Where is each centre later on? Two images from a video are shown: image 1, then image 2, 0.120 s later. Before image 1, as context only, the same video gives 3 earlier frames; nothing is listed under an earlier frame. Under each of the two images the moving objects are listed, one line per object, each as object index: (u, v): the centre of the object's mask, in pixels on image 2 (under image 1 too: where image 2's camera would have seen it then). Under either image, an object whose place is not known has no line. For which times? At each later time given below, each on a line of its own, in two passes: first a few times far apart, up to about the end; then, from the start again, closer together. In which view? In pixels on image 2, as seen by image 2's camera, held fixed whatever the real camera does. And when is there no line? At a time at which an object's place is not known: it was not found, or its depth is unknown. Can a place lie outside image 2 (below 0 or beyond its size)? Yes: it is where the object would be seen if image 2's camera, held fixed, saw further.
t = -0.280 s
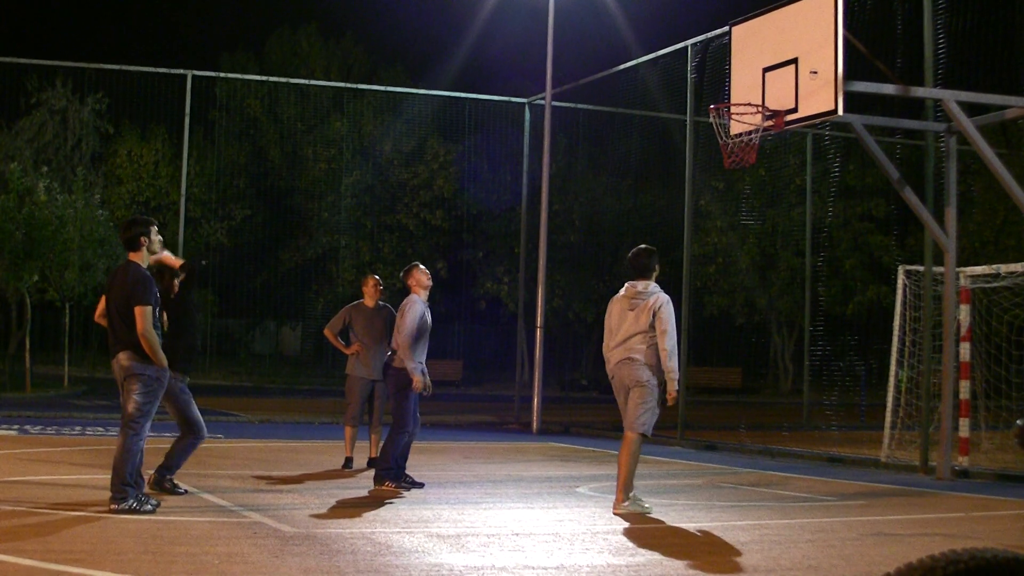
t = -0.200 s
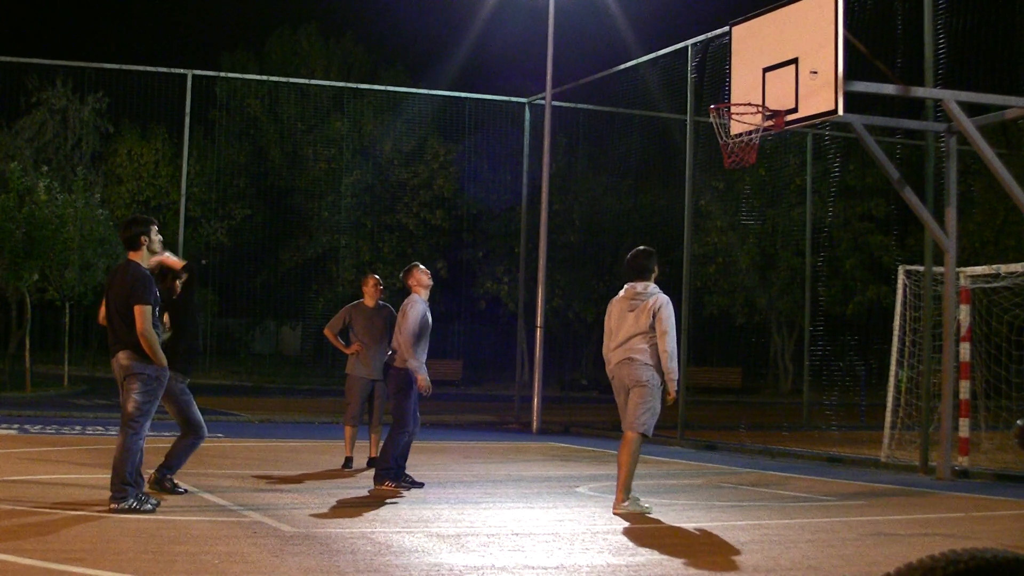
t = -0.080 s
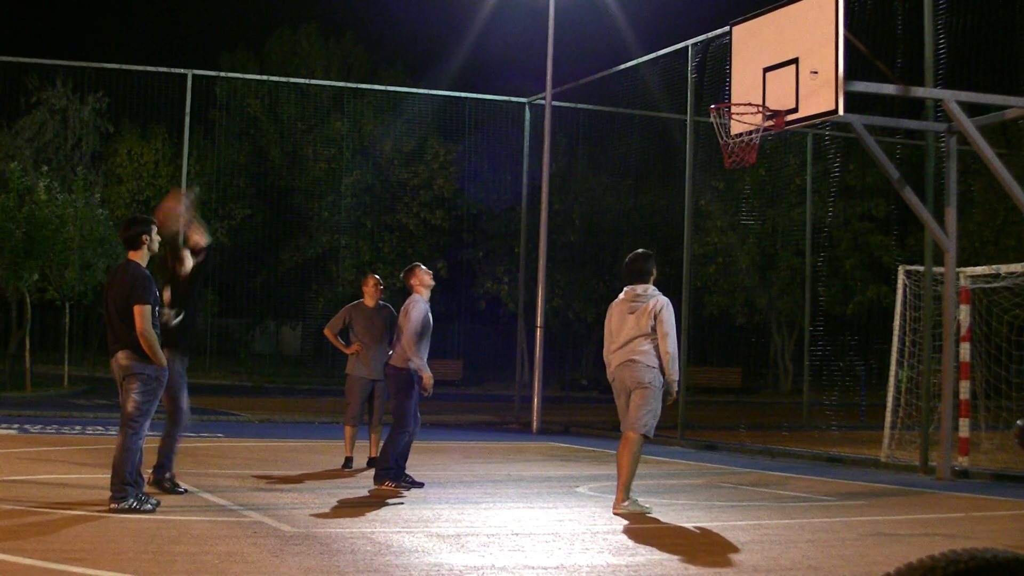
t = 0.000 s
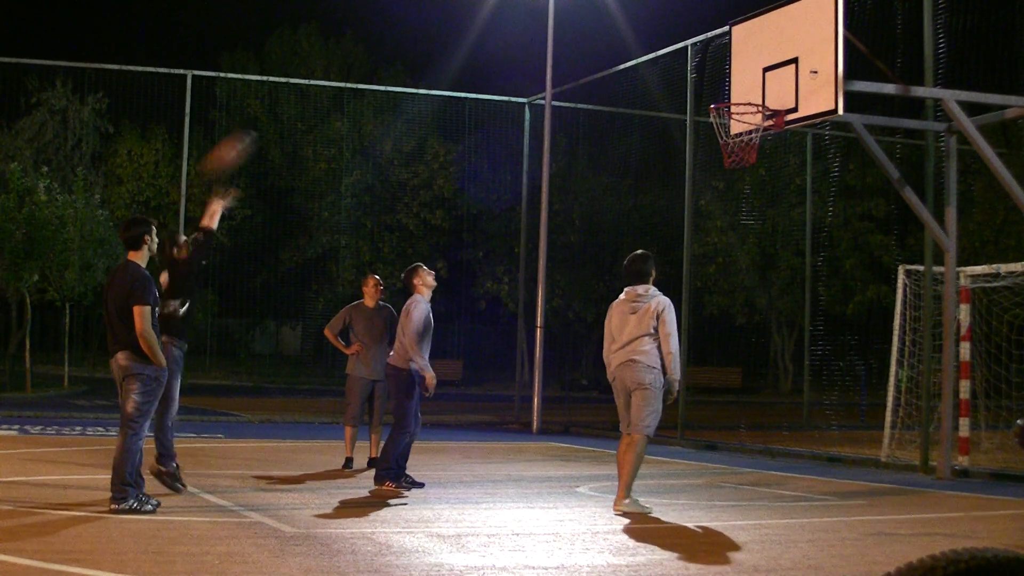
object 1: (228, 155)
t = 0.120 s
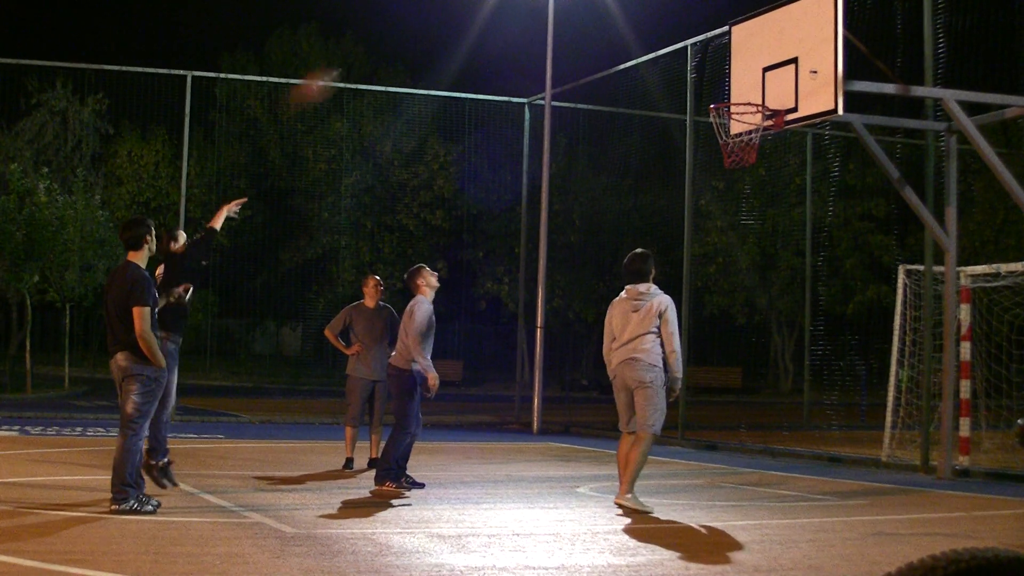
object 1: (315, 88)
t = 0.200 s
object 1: (369, 57)
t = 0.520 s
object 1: (572, 14)
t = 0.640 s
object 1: (637, 32)
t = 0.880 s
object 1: (758, 90)
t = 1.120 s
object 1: (736, 30)
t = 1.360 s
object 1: (704, 37)
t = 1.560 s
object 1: (673, 94)
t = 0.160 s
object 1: (345, 68)
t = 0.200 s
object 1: (369, 57)
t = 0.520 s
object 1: (572, 14)
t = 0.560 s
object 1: (591, 18)
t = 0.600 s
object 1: (615, 24)
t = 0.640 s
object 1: (637, 32)
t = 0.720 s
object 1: (677, 51)
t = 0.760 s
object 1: (698, 64)
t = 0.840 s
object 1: (745, 95)
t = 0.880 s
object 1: (758, 90)
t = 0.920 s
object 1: (763, 77)
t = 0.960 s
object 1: (761, 66)
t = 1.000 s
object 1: (752, 52)
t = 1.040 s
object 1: (747, 43)
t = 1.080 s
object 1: (742, 37)
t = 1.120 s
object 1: (736, 30)
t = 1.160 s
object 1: (731, 27)
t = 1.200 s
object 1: (726, 25)
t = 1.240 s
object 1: (720, 25)
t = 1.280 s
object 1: (715, 27)
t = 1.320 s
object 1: (710, 31)
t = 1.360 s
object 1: (704, 37)
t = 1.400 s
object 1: (698, 44)
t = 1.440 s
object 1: (693, 54)
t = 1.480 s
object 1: (686, 65)
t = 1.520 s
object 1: (680, 79)
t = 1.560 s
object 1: (673, 94)
